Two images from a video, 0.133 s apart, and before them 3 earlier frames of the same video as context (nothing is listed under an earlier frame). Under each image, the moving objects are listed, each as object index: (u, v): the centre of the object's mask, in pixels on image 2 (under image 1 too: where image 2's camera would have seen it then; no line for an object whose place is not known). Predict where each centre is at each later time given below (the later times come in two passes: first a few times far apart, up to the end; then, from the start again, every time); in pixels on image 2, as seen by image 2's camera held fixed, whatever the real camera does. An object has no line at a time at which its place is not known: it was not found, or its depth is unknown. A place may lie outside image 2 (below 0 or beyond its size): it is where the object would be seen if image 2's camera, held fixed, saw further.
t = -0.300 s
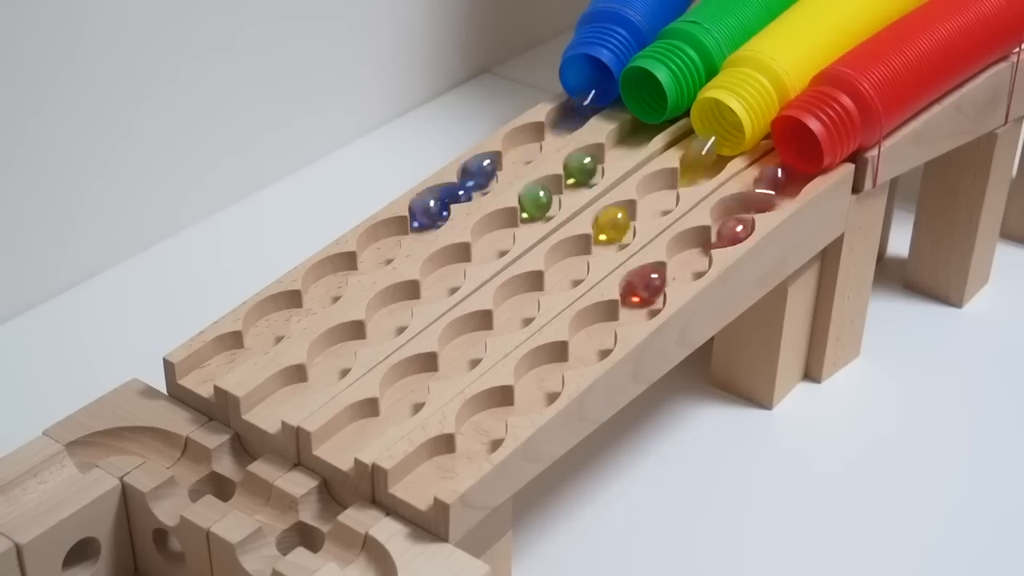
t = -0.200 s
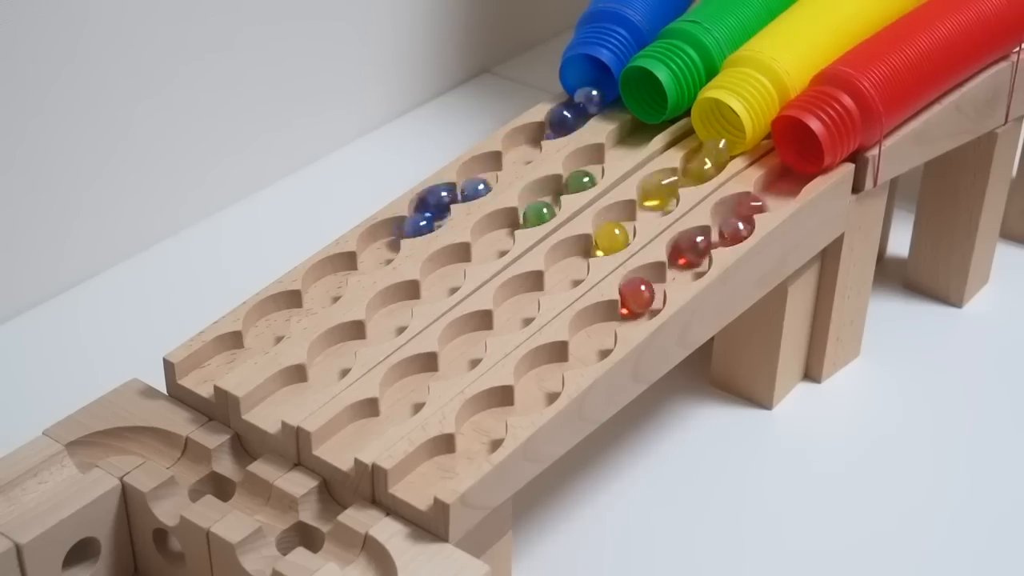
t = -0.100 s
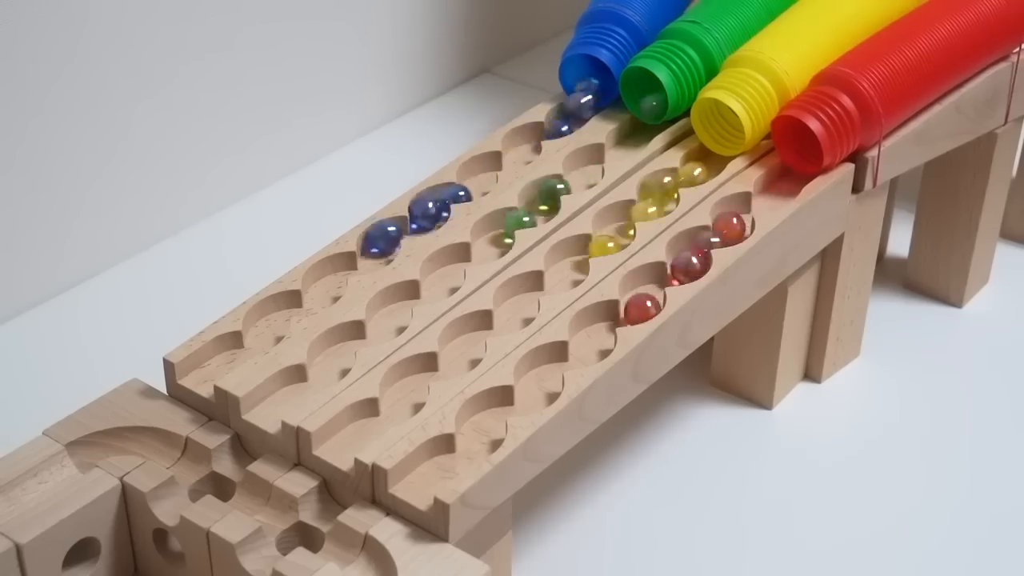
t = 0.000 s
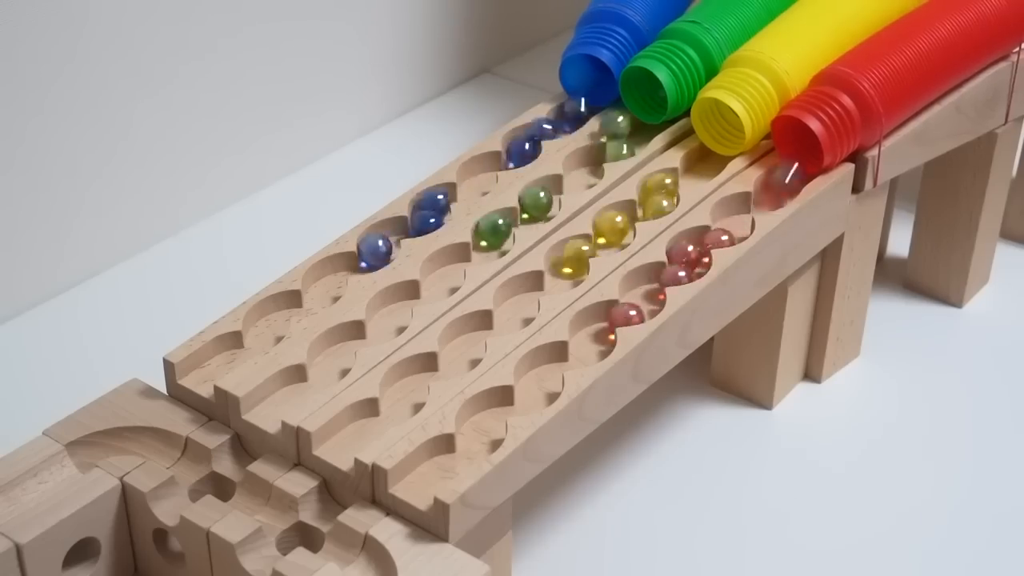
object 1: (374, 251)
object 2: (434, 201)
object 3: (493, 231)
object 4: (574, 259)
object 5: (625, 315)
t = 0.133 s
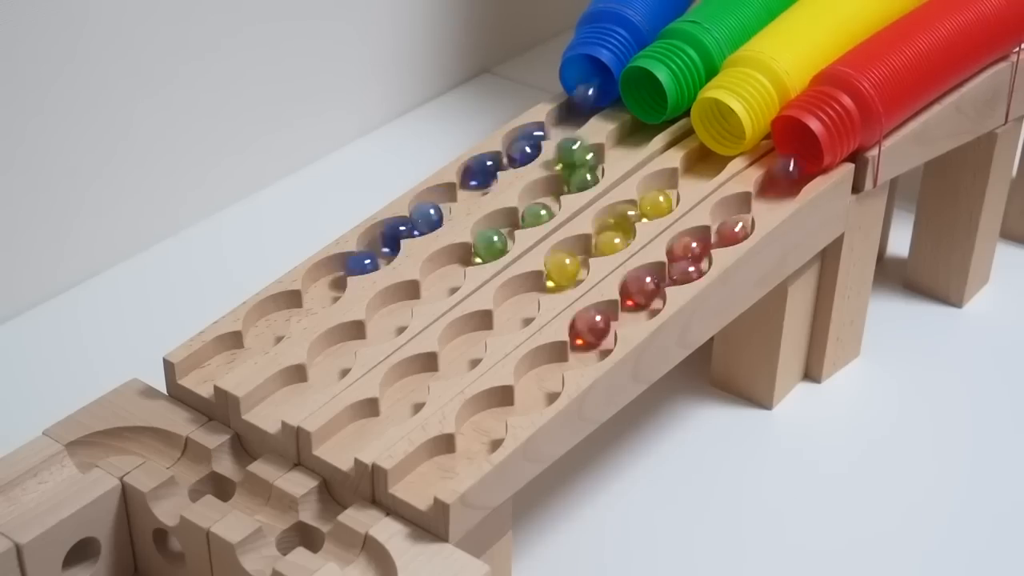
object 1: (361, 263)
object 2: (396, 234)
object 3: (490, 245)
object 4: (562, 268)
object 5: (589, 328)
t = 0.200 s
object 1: (342, 271)
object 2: (378, 241)
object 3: (489, 250)
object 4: (565, 277)
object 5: (587, 335)
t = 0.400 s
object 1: (321, 292)
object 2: (373, 259)
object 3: (445, 266)
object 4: (532, 285)
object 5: (575, 357)
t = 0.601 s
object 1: (283, 309)
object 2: (324, 277)
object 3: (439, 286)
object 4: (517, 312)
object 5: (533, 380)
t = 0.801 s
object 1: (261, 334)
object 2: (315, 300)
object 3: (395, 303)
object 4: (478, 324)
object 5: (517, 403)
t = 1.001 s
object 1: (222, 358)
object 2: (265, 318)
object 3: (385, 326)
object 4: (462, 356)
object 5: (475, 426)
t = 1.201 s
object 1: (152, 414)
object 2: (252, 343)
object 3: (344, 343)
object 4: (422, 369)
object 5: (460, 454)
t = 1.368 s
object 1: (96, 448)
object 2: (205, 370)
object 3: (328, 364)
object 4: (402, 397)
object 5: (408, 480)
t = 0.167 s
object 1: (351, 267)
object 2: (388, 236)
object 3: (491, 248)
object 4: (564, 273)
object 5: (588, 329)
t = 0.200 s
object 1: (342, 271)
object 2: (378, 241)
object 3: (489, 250)
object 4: (565, 277)
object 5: (587, 335)
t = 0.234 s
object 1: (331, 275)
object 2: (376, 244)
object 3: (485, 252)
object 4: (565, 279)
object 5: (588, 340)
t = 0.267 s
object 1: (328, 275)
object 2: (374, 248)
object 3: (479, 254)
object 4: (559, 282)
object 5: (590, 345)
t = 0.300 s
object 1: (323, 280)
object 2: (375, 253)
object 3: (471, 256)
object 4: (552, 284)
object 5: (590, 349)
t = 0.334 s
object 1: (320, 284)
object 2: (376, 255)
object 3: (462, 260)
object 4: (542, 290)
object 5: (588, 352)
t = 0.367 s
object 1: (320, 288)
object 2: (376, 256)
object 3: (453, 265)
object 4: (535, 292)
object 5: (582, 355)
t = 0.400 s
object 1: (321, 292)
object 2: (373, 259)
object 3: (445, 266)
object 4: (532, 285)
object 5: (575, 357)
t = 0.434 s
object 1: (321, 295)
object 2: (366, 262)
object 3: (440, 270)
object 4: (517, 297)
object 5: (566, 359)
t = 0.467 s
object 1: (316, 298)
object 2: (359, 265)
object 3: (439, 272)
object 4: (514, 299)
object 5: (548, 367)
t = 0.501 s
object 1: (309, 301)
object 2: (351, 266)
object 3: (438, 275)
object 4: (512, 303)
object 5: (541, 368)
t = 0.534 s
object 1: (301, 304)
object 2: (340, 271)
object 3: (438, 279)
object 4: (511, 308)
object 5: (536, 372)
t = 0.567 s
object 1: (291, 307)
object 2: (330, 272)
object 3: (439, 284)
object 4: (513, 312)
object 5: (535, 375)
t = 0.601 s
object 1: (283, 309)
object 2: (324, 277)
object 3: (439, 286)
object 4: (517, 312)
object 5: (533, 380)
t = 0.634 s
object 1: (274, 313)
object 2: (322, 281)
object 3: (436, 289)
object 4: (518, 311)
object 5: (535, 386)
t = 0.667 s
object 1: (267, 317)
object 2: (319, 286)
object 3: (429, 292)
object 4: (508, 320)
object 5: (537, 390)
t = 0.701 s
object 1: (263, 321)
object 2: (320, 290)
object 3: (423, 294)
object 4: (503, 324)
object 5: (537, 395)
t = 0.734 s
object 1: (261, 325)
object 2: (320, 293)
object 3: (412, 298)
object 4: (493, 327)
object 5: (532, 398)
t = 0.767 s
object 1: (261, 330)
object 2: (321, 296)
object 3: (401, 303)
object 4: (485, 326)
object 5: (526, 401)
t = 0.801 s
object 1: (261, 334)
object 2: (315, 300)
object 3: (395, 303)
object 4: (478, 324)
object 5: (517, 403)
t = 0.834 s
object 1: (261, 337)
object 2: (309, 303)
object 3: (392, 305)
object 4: (470, 327)
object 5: (506, 405)
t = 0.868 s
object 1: (256, 340)
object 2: (298, 306)
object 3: (389, 308)
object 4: (463, 337)
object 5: (498, 406)
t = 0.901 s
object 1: (248, 344)
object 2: (289, 308)
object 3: (387, 314)
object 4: (458, 343)
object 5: (486, 411)
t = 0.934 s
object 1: (241, 349)
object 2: (280, 310)
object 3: (387, 318)
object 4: (458, 348)
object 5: (480, 416)
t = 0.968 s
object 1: (232, 353)
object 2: (269, 314)
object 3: (385, 323)
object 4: (462, 353)
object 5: (476, 420)
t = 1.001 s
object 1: (222, 358)
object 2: (265, 318)
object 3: (385, 326)
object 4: (462, 356)
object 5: (475, 426)
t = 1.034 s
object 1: (212, 364)
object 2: (262, 322)
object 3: (382, 329)
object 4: (460, 361)
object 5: (477, 431)
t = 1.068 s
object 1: (200, 371)
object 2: (260, 327)
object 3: (376, 332)
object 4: (454, 363)
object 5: (478, 437)
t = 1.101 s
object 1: (191, 375)
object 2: (262, 331)
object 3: (369, 335)
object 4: (447, 367)
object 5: (478, 442)
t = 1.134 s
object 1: (179, 390)
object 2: (262, 335)
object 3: (363, 337)
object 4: (439, 369)
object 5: (474, 446)
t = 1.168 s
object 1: (167, 403)
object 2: (260, 338)
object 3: (352, 340)
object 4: (431, 369)
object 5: (468, 450)
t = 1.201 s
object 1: (152, 414)
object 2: (252, 343)
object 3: (344, 343)
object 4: (422, 369)
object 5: (460, 454)
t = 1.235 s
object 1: (138, 432)
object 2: (244, 347)
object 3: (336, 345)
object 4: (406, 380)
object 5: (451, 459)
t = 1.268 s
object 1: (129, 437)
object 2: (236, 351)
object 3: (331, 350)
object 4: (403, 383)
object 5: (441, 465)
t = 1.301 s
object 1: (119, 439)
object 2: (226, 356)
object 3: (327, 355)
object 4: (400, 385)
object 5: (430, 470)
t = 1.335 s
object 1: (109, 442)
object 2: (216, 363)
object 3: (328, 359)
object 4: (399, 391)
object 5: (416, 477)
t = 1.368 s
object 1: (96, 448)
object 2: (205, 370)
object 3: (328, 364)
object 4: (402, 397)
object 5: (408, 480)
